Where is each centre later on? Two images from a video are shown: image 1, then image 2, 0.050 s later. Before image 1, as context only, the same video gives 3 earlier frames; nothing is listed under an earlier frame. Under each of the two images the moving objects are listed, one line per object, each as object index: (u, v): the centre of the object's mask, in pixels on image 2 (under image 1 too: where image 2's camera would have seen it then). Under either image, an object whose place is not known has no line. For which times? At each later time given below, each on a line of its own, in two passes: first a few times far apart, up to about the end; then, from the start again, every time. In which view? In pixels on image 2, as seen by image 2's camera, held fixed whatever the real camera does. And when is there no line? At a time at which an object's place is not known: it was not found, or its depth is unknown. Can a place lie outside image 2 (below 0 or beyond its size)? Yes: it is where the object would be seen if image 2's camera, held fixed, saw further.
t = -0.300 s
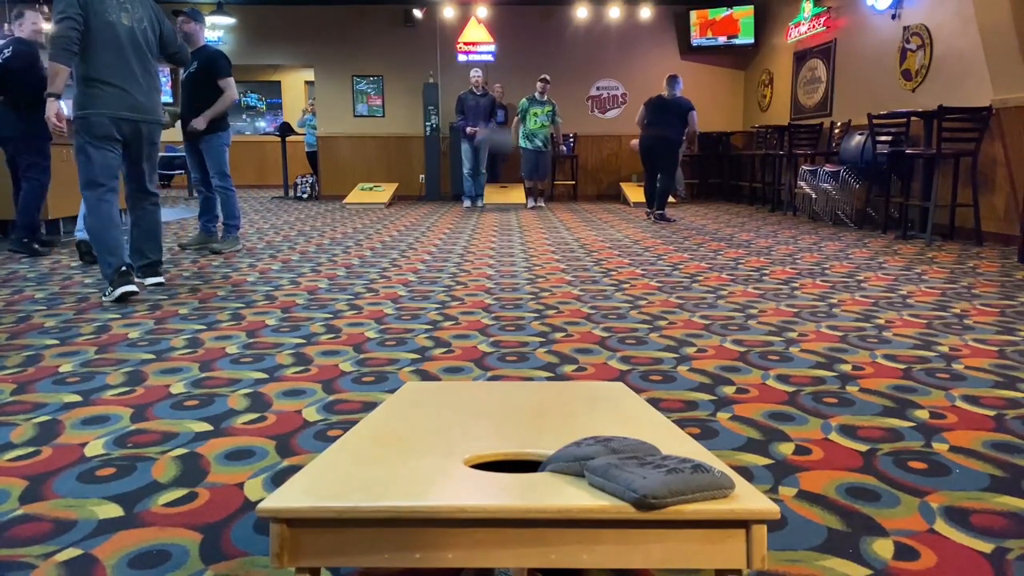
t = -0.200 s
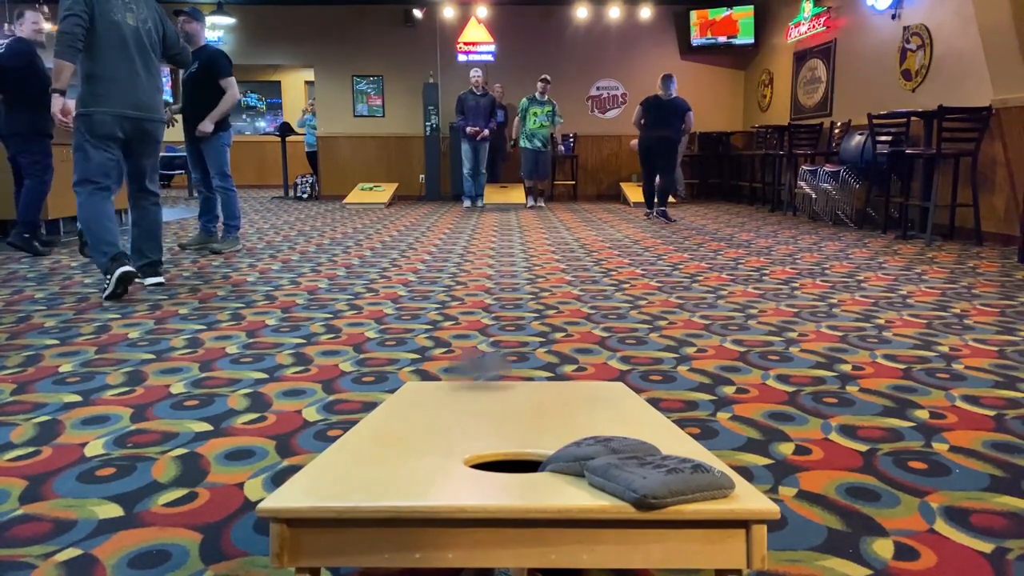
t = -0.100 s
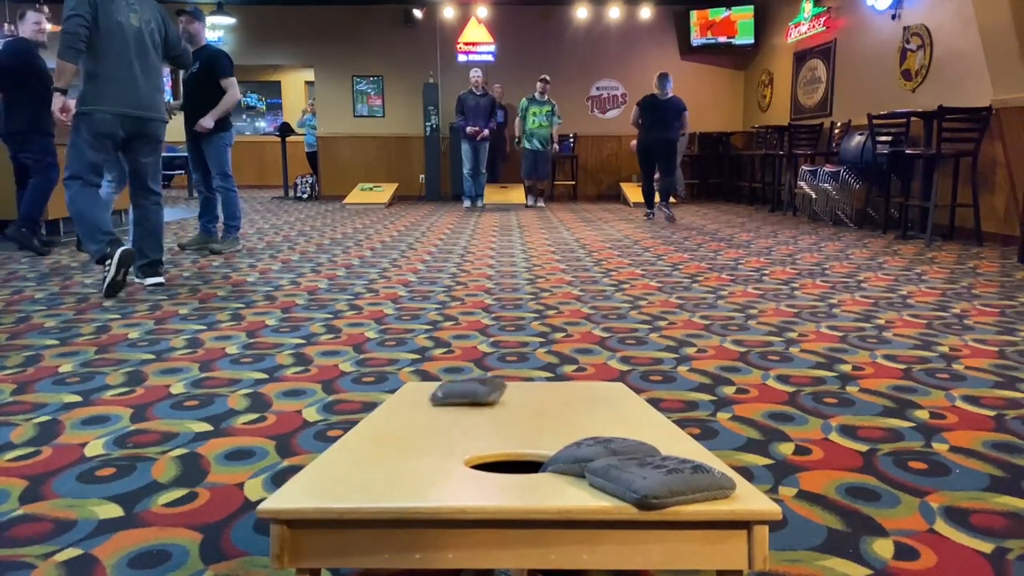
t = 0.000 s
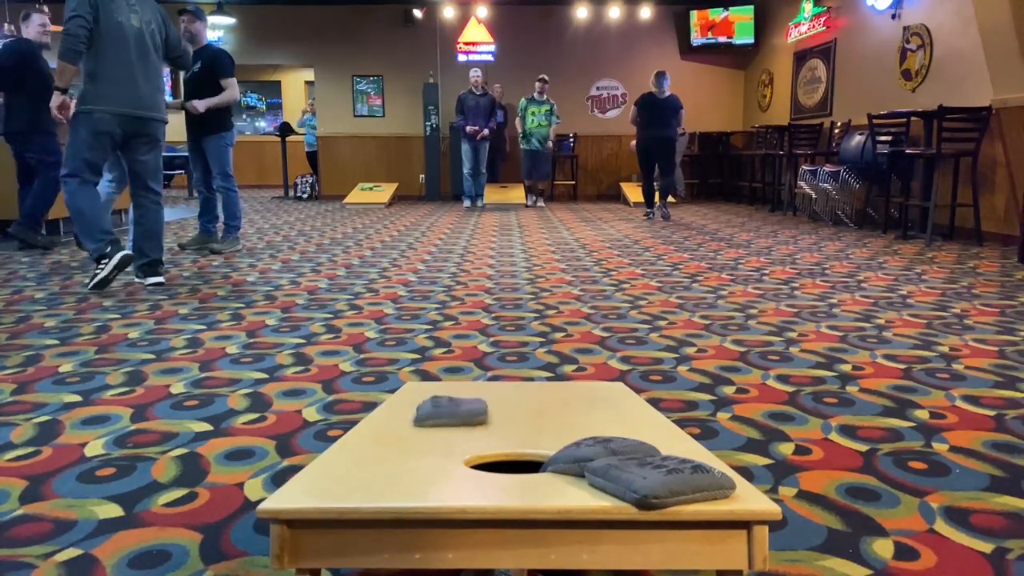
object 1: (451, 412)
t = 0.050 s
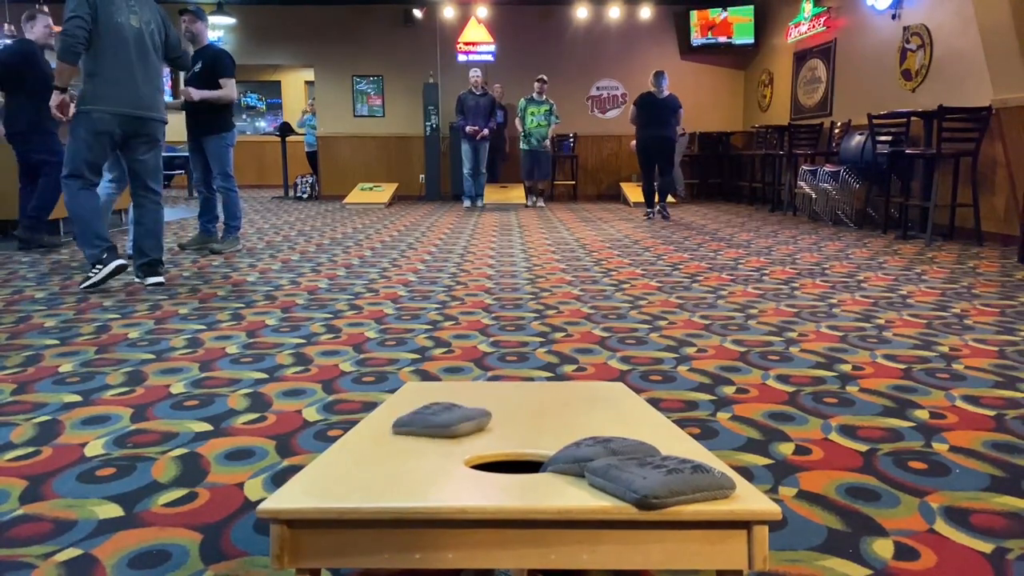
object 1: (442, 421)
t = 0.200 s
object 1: (416, 447)
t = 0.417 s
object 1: (395, 469)
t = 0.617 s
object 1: (395, 470)
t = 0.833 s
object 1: (395, 470)
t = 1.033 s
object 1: (395, 470)
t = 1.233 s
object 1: (395, 470)
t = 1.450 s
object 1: (395, 470)
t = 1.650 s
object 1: (395, 470)
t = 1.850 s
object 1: (395, 470)
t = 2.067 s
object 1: (395, 470)
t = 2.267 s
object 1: (395, 470)
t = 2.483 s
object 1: (396, 470)
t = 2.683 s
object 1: (396, 471)
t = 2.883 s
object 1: (396, 471)
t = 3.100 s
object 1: (396, 471)
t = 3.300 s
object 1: (396, 471)
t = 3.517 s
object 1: (396, 471)
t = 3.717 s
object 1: (396, 471)
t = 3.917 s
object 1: (396, 471)
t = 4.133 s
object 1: (396, 471)
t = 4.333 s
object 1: (396, 471)
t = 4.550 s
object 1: (396, 471)
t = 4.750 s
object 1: (396, 471)
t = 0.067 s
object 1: (440, 424)
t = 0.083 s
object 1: (437, 427)
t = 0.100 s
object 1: (434, 430)
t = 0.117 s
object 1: (431, 433)
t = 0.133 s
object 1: (428, 436)
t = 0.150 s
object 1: (425, 439)
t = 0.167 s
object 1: (422, 442)
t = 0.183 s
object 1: (419, 445)
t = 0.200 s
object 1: (416, 447)
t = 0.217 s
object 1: (414, 450)
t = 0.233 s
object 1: (412, 453)
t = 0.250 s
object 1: (410, 455)
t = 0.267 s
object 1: (408, 458)
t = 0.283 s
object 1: (406, 460)
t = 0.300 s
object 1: (404, 462)
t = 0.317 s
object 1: (402, 464)
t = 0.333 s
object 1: (400, 465)
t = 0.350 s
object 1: (398, 466)
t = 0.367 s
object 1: (397, 467)
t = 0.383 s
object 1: (396, 468)
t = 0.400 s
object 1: (396, 469)
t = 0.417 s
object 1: (395, 469)
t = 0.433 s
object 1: (395, 469)
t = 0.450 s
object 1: (395, 470)
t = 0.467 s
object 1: (395, 470)
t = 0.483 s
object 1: (395, 470)
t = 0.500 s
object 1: (395, 470)
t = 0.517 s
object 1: (395, 470)
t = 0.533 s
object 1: (395, 470)
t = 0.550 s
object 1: (395, 470)
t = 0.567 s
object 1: (395, 470)
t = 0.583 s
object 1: (395, 470)
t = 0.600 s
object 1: (395, 470)
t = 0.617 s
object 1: (395, 470)
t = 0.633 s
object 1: (395, 470)
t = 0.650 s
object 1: (395, 470)
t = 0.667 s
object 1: (395, 470)
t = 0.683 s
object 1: (395, 470)
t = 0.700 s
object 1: (395, 470)
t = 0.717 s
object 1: (395, 470)
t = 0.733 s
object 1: (395, 470)
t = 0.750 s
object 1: (395, 470)
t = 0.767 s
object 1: (395, 470)
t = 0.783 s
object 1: (395, 470)
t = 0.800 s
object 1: (395, 470)
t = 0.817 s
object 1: (395, 470)
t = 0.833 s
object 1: (395, 470)
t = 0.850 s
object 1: (395, 470)
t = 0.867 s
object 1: (395, 470)
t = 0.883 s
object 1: (395, 470)
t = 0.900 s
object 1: (395, 470)
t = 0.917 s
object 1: (395, 470)
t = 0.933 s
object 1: (395, 470)
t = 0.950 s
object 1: (395, 470)
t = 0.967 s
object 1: (395, 470)
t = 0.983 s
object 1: (395, 470)
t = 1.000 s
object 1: (395, 470)
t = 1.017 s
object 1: (395, 470)
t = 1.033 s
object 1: (395, 470)
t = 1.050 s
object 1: (395, 470)
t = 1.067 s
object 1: (395, 470)
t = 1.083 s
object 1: (395, 470)
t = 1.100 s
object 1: (395, 470)
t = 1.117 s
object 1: (395, 470)
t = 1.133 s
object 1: (395, 470)
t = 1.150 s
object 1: (395, 470)
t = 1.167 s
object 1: (395, 470)
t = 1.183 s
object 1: (395, 470)
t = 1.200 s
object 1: (395, 470)
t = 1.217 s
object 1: (395, 470)
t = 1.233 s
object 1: (395, 470)
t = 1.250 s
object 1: (395, 470)
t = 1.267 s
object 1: (395, 470)
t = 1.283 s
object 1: (395, 470)
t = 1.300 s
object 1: (395, 470)
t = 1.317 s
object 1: (395, 470)
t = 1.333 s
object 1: (395, 470)
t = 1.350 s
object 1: (395, 470)
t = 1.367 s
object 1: (395, 470)
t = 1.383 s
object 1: (395, 470)
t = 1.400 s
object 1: (395, 470)
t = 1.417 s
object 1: (395, 470)
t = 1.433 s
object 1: (395, 470)
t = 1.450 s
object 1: (395, 470)
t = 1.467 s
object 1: (395, 470)
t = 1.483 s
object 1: (395, 470)
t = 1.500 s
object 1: (395, 470)
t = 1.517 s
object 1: (395, 470)
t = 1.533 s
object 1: (395, 470)
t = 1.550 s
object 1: (395, 470)
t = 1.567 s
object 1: (395, 470)
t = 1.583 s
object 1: (395, 470)
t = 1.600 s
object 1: (395, 470)
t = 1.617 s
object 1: (395, 470)
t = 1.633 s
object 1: (395, 470)
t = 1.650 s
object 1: (395, 470)
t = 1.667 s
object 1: (395, 470)
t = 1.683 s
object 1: (395, 470)
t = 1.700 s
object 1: (395, 470)
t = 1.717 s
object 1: (395, 470)
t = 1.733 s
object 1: (395, 470)
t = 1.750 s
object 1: (395, 470)
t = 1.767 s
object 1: (395, 470)
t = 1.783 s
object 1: (395, 470)
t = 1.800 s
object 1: (395, 470)
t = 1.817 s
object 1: (395, 470)
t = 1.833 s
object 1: (395, 470)
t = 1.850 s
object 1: (395, 470)
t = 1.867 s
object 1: (395, 470)
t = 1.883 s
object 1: (395, 470)
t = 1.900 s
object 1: (395, 470)
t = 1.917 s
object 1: (395, 470)
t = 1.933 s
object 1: (395, 470)
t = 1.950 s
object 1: (395, 470)
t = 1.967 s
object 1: (395, 470)
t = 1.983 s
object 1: (395, 470)
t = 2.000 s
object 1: (395, 470)
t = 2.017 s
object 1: (395, 470)
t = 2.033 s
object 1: (395, 470)
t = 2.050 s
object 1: (395, 470)
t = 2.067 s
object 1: (395, 470)
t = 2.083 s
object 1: (395, 470)
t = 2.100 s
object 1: (395, 470)
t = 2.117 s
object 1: (395, 470)
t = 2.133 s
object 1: (395, 470)
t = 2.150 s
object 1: (395, 470)
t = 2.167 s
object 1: (395, 470)
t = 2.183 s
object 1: (395, 470)
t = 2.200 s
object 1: (395, 470)
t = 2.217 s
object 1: (395, 470)
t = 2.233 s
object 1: (395, 470)
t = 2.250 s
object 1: (395, 470)
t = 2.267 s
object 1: (395, 470)
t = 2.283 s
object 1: (395, 470)
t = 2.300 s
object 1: (395, 470)
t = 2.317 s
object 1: (395, 470)
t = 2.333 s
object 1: (395, 470)
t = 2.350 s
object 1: (395, 470)
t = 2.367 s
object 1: (395, 470)
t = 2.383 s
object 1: (395, 471)
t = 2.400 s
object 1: (395, 469)
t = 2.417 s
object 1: (396, 469)
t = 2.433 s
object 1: (396, 470)
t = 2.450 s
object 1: (396, 471)
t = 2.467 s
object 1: (395, 470)
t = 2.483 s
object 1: (396, 470)
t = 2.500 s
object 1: (396, 470)
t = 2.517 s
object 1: (396, 470)
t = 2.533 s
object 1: (396, 470)
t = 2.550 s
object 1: (396, 470)
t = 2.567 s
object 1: (395, 471)
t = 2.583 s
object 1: (395, 471)
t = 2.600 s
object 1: (396, 470)
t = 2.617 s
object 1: (397, 470)
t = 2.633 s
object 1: (397, 470)
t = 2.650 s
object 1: (397, 470)
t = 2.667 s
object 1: (396, 471)
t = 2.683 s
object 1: (396, 471)
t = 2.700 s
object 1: (396, 471)
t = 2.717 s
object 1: (396, 471)
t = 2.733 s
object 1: (396, 471)
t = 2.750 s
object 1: (396, 471)
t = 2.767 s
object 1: (396, 471)
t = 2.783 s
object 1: (396, 471)
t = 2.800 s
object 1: (396, 471)
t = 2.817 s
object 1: (396, 471)
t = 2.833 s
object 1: (396, 471)
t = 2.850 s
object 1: (396, 471)
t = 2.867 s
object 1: (396, 471)
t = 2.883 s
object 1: (396, 471)
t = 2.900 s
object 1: (396, 471)
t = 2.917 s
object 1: (396, 471)
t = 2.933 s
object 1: (396, 471)
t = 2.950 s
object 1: (396, 471)
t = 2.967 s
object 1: (396, 471)
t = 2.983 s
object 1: (396, 471)
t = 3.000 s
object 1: (396, 471)
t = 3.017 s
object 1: (396, 471)
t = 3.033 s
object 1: (396, 471)
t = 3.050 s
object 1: (396, 471)
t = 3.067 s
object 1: (396, 471)
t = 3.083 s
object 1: (396, 471)
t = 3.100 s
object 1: (396, 471)
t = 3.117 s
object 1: (396, 471)
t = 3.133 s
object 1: (396, 471)
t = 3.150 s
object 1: (396, 471)
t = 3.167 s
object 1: (396, 471)
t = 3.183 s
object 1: (396, 471)
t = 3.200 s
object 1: (396, 471)
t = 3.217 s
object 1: (396, 471)
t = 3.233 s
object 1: (396, 471)
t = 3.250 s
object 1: (396, 471)
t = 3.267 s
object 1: (396, 471)
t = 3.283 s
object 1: (396, 471)
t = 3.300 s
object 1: (396, 471)
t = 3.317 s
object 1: (396, 471)
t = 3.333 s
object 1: (396, 471)
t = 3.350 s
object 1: (396, 471)
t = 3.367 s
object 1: (396, 471)
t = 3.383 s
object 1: (396, 471)
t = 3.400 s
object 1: (396, 471)
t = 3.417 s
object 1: (396, 471)
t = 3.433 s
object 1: (396, 471)
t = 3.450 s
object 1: (396, 471)
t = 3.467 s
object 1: (396, 471)
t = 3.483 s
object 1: (396, 471)
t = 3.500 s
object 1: (396, 471)
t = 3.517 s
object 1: (396, 471)
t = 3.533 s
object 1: (396, 471)
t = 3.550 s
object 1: (396, 471)
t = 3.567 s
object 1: (396, 471)
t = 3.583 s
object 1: (396, 471)
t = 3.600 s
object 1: (396, 471)
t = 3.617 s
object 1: (396, 471)
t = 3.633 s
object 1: (396, 471)
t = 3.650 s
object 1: (396, 471)
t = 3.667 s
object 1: (396, 471)
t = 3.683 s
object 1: (396, 471)
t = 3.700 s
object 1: (396, 471)
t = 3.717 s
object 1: (396, 471)
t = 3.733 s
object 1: (396, 471)
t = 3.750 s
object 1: (396, 471)
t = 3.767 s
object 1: (396, 471)
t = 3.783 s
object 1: (396, 471)
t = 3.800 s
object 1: (396, 471)
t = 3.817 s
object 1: (396, 471)
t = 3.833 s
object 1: (396, 471)
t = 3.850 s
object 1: (396, 471)
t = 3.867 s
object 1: (396, 471)
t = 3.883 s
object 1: (396, 471)
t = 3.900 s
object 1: (396, 471)
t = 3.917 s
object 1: (396, 471)
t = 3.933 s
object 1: (396, 471)
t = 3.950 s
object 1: (396, 471)
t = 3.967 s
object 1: (396, 471)
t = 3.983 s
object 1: (396, 471)
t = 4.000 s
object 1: (396, 471)
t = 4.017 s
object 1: (396, 471)
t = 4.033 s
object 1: (396, 471)
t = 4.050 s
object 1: (396, 471)
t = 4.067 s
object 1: (396, 471)
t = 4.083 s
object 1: (396, 471)
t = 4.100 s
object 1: (396, 471)
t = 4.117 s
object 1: (396, 471)
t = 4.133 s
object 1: (396, 471)
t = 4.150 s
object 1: (396, 471)
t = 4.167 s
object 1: (396, 471)
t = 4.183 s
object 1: (396, 471)
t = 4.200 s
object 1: (396, 471)
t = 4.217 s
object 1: (396, 471)
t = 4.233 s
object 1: (396, 471)
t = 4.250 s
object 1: (396, 471)
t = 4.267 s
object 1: (396, 471)
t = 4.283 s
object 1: (396, 471)
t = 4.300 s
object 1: (396, 471)
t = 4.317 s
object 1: (396, 471)
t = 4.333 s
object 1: (396, 471)
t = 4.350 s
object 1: (396, 471)
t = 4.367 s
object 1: (396, 471)
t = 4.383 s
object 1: (396, 471)
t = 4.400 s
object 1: (396, 471)
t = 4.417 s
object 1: (396, 471)
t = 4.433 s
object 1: (396, 471)
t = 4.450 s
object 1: (396, 471)
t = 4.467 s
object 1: (396, 471)
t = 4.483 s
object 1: (396, 471)
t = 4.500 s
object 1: (396, 471)
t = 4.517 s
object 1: (396, 471)
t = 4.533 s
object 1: (396, 471)
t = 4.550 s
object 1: (396, 471)
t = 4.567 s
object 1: (396, 471)
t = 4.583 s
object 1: (396, 471)
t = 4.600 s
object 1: (396, 471)
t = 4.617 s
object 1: (396, 471)
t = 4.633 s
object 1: (396, 471)
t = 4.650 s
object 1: (396, 471)
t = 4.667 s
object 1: (396, 471)
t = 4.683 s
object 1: (396, 471)
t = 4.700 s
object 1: (396, 471)
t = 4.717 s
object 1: (396, 471)
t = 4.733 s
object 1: (396, 471)
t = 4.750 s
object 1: (396, 471)
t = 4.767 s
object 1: (396, 471)
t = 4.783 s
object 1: (396, 471)
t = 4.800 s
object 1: (396, 471)
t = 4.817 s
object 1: (396, 471)
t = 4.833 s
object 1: (396, 471)
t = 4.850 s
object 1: (396, 471)
